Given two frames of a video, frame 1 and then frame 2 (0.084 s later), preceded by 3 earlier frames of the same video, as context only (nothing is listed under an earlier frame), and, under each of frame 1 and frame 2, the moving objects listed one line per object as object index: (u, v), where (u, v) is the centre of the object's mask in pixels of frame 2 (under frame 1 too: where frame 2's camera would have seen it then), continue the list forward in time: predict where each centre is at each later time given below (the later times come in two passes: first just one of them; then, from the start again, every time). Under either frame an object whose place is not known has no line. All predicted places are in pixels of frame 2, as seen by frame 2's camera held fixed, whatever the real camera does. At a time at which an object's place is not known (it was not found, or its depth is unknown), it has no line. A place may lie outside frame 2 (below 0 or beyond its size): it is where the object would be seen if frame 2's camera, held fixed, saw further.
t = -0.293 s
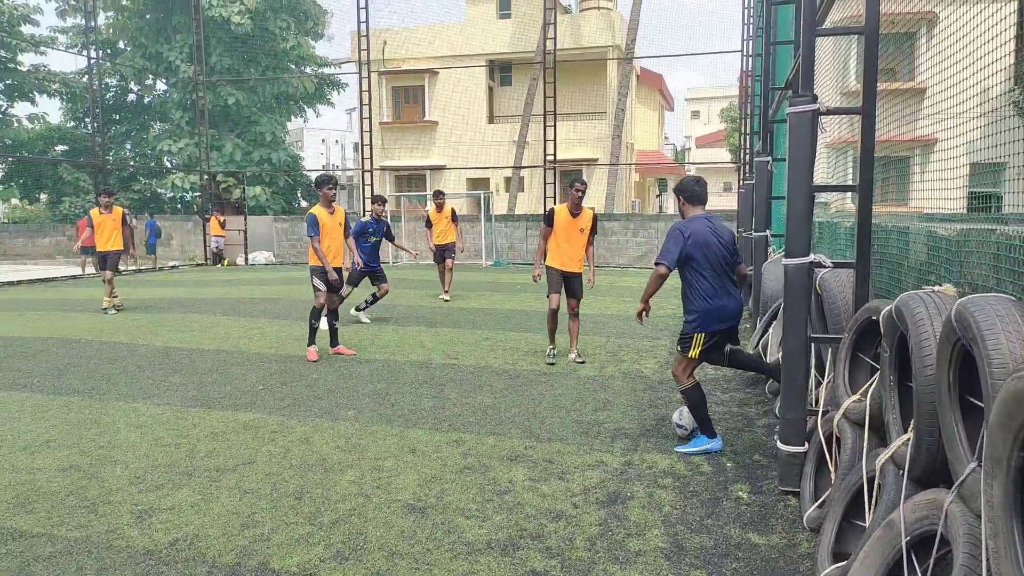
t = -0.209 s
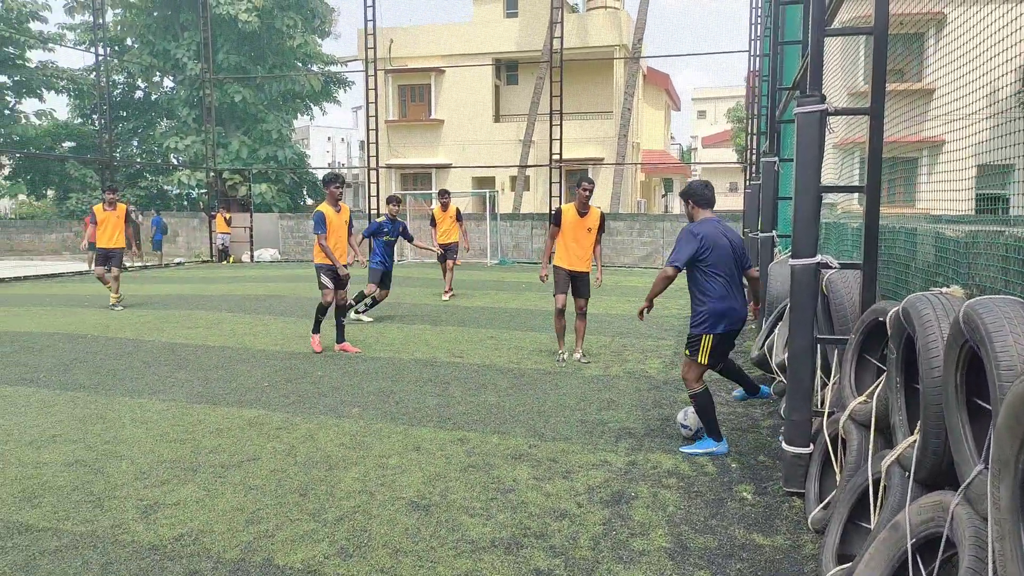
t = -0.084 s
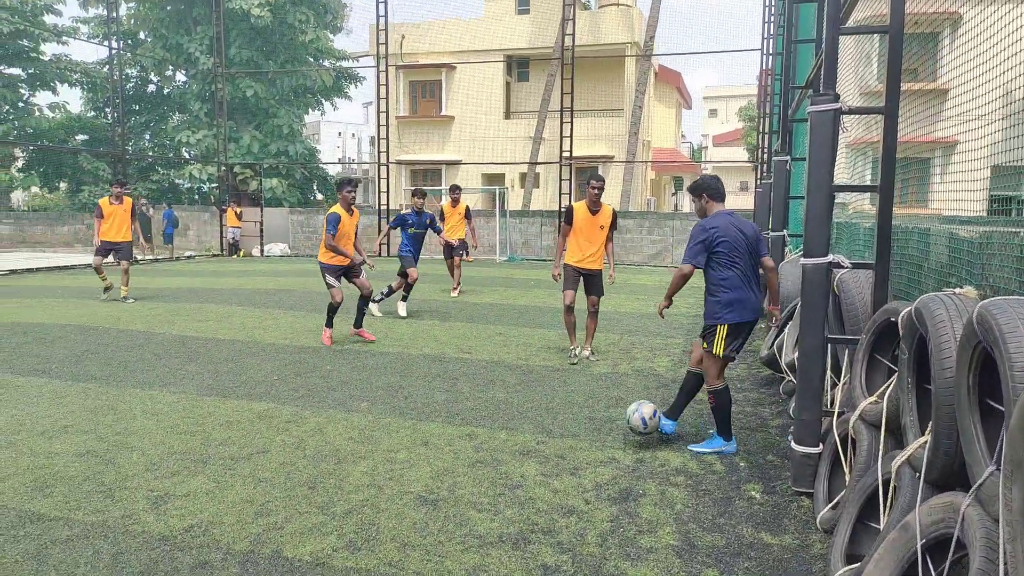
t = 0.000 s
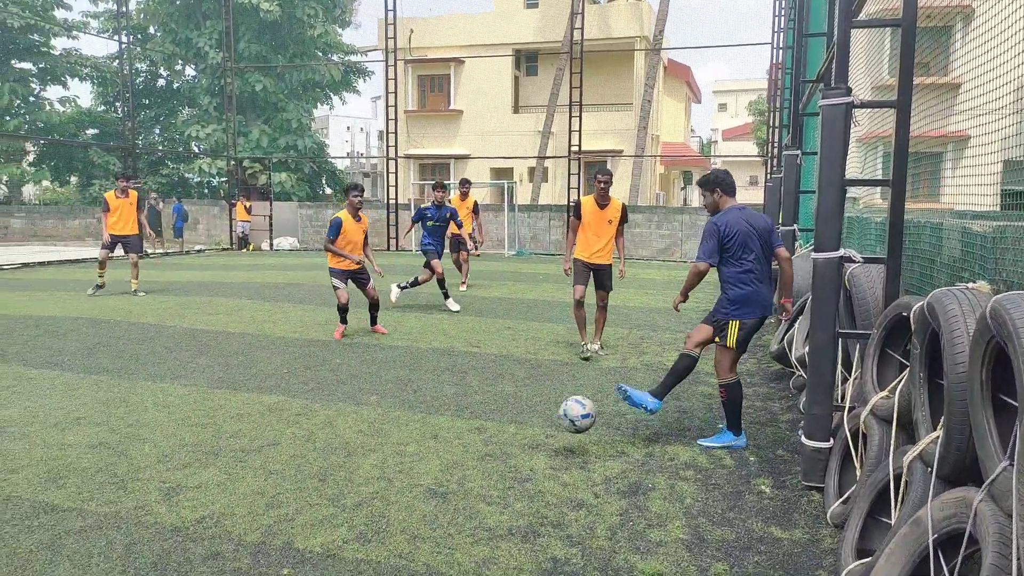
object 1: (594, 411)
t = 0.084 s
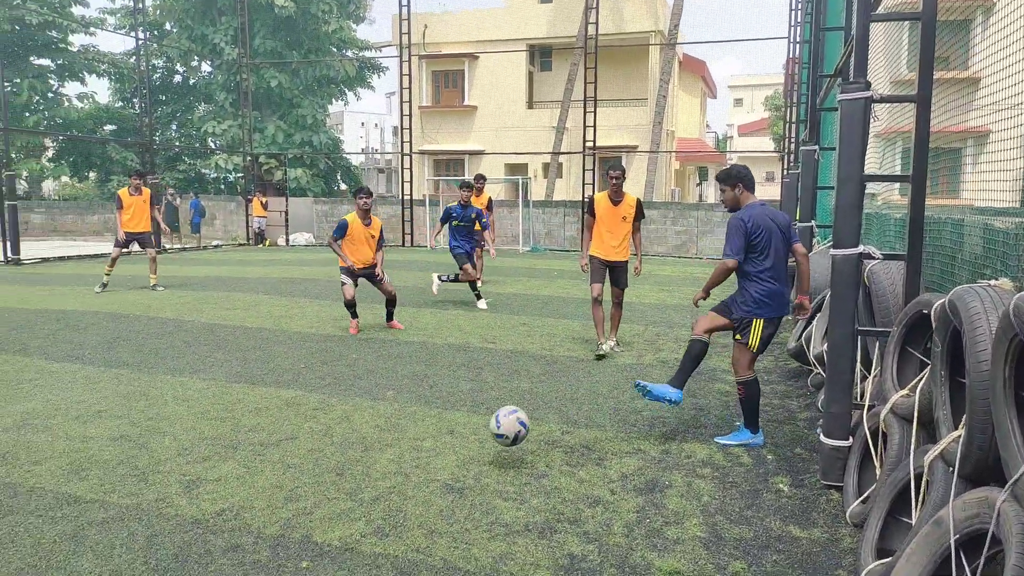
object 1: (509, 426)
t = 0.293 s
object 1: (277, 468)
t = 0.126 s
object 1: (462, 439)
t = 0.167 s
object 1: (411, 457)
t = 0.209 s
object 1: (359, 474)
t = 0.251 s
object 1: (319, 470)
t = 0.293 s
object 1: (277, 468)
